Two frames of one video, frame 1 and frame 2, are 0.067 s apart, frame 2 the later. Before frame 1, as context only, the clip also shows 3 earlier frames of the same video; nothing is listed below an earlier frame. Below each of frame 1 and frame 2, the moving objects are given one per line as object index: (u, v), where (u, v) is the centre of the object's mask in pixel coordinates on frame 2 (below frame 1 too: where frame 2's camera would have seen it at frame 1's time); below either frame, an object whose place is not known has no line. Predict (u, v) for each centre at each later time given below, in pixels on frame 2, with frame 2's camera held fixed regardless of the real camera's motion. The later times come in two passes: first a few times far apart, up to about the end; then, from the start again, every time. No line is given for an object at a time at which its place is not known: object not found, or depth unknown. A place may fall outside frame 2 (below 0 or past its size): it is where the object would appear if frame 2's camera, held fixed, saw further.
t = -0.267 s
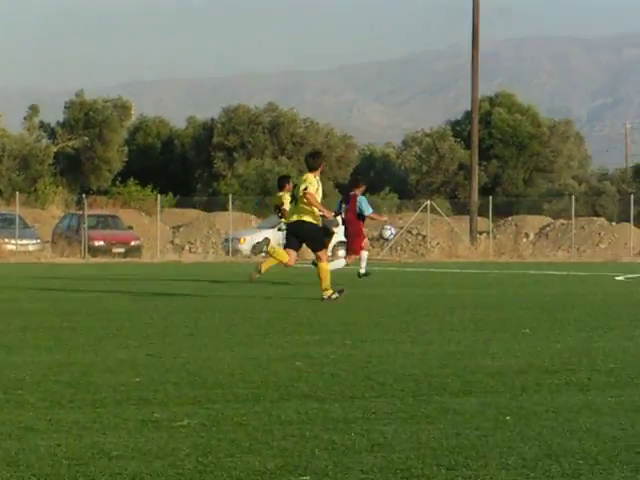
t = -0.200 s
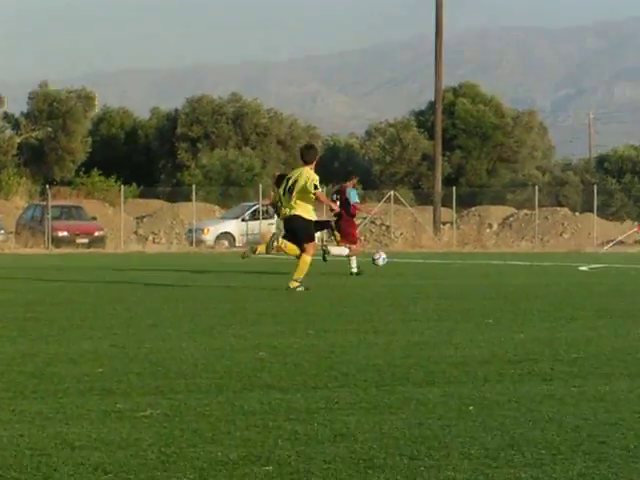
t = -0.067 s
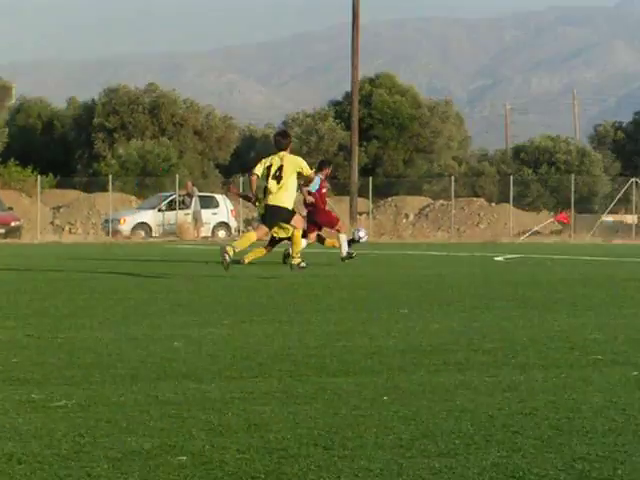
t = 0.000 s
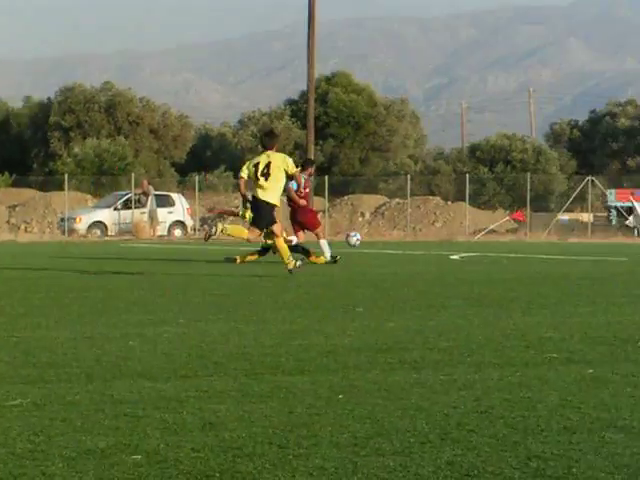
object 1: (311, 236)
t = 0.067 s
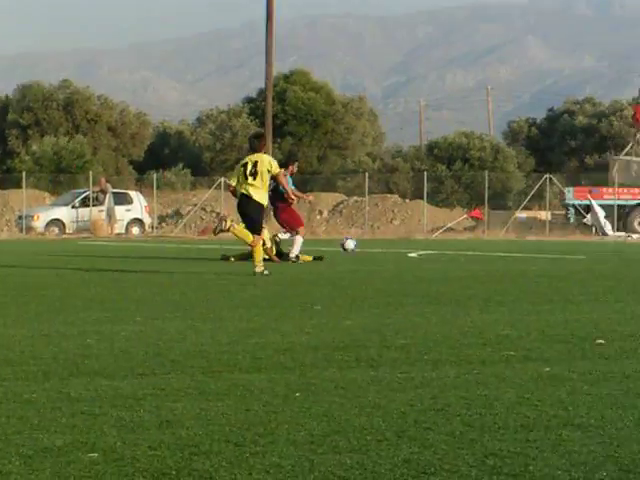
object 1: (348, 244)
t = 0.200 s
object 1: (419, 254)
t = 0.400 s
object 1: (513, 254)
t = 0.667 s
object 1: (633, 256)
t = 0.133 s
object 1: (386, 256)
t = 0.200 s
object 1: (419, 254)
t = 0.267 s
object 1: (450, 252)
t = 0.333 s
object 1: (482, 251)
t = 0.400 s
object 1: (513, 254)
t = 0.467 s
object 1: (544, 259)
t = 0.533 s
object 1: (574, 257)
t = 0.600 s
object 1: (603, 258)
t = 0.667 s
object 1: (633, 256)
